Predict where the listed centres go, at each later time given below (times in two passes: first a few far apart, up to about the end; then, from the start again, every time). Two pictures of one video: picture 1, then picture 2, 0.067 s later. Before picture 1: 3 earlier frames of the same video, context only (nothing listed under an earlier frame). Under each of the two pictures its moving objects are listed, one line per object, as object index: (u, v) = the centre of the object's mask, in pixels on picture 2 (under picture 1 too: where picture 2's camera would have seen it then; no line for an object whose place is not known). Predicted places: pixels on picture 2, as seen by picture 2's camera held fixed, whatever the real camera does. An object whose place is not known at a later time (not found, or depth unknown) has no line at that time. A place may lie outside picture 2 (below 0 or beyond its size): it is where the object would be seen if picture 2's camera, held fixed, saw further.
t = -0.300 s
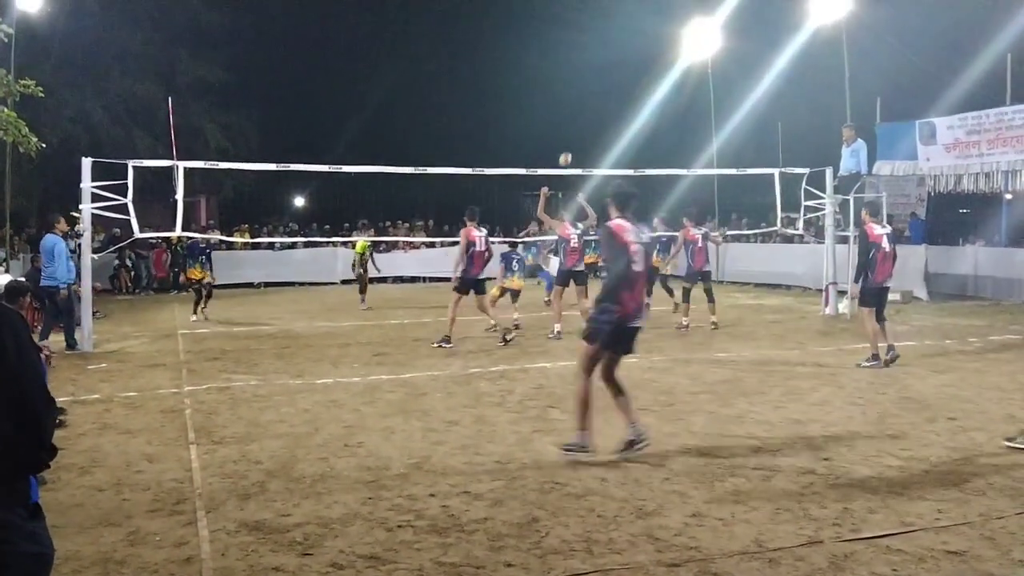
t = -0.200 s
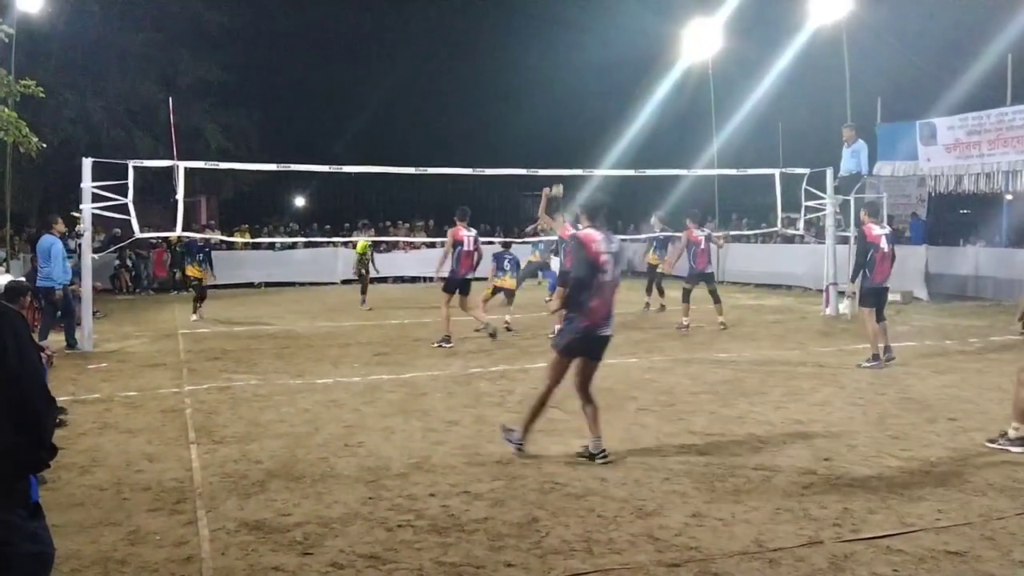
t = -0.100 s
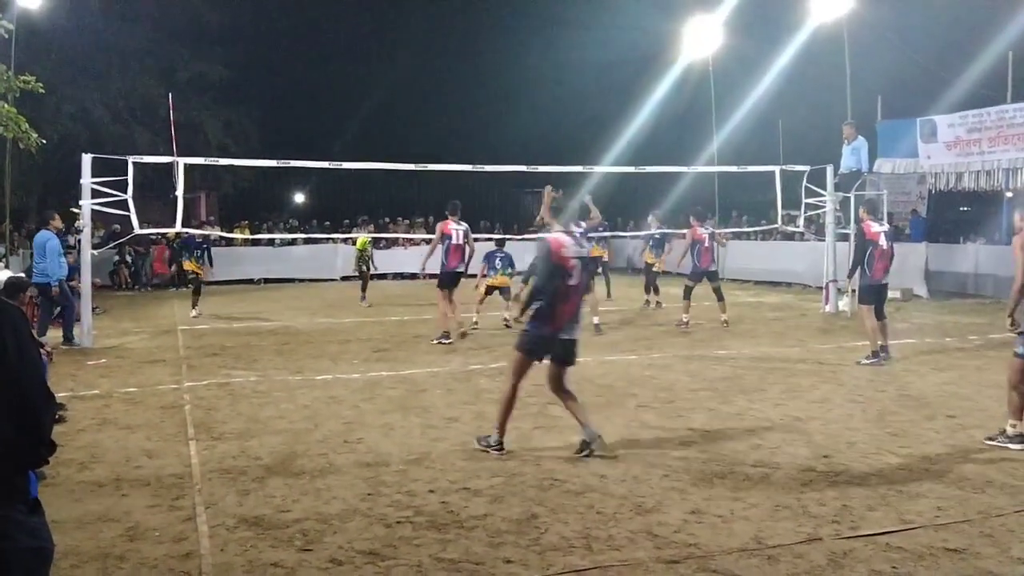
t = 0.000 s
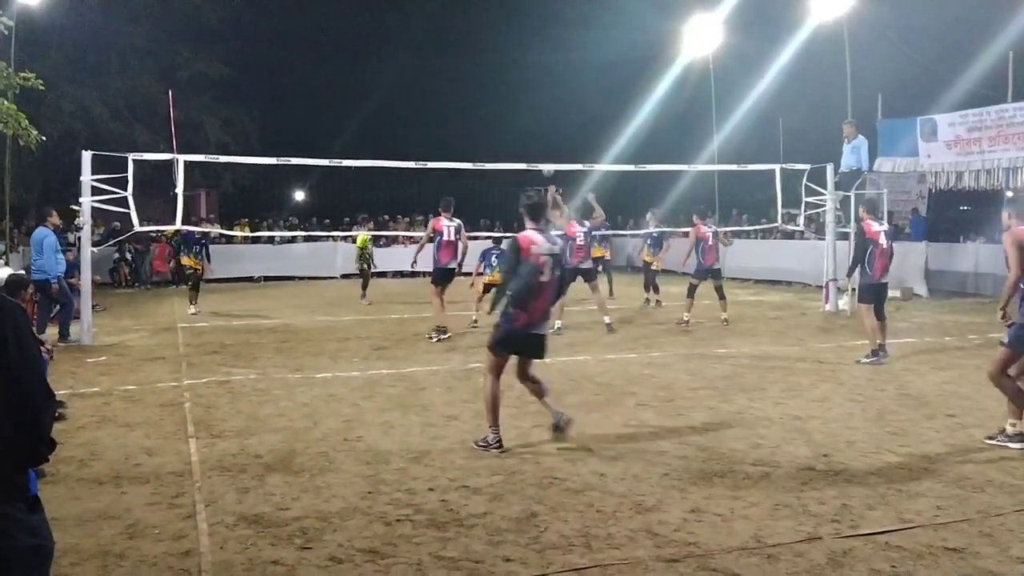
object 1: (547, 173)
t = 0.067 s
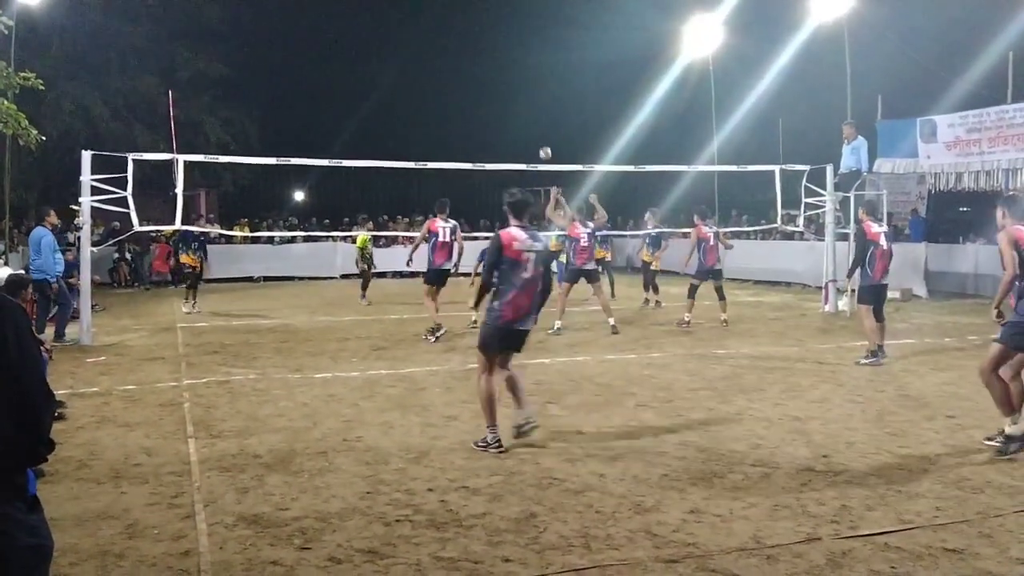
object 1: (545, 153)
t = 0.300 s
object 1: (536, 113)
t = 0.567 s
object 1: (526, 102)
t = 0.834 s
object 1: (513, 135)
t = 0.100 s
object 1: (544, 146)
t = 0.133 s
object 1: (542, 139)
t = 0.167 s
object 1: (541, 132)
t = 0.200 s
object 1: (540, 127)
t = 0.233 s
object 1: (539, 122)
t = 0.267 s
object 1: (537, 117)
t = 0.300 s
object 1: (536, 113)
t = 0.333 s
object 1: (535, 109)
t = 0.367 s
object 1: (533, 107)
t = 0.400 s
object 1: (532, 105)
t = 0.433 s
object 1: (531, 103)
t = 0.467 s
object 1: (529, 102)
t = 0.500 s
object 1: (528, 102)
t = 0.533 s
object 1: (527, 102)
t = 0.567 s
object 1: (526, 102)
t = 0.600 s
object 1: (524, 104)
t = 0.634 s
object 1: (522, 106)
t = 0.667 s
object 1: (521, 110)
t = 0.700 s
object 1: (519, 113)
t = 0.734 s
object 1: (518, 118)
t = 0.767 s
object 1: (516, 123)
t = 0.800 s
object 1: (515, 129)
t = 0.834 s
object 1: (513, 135)
